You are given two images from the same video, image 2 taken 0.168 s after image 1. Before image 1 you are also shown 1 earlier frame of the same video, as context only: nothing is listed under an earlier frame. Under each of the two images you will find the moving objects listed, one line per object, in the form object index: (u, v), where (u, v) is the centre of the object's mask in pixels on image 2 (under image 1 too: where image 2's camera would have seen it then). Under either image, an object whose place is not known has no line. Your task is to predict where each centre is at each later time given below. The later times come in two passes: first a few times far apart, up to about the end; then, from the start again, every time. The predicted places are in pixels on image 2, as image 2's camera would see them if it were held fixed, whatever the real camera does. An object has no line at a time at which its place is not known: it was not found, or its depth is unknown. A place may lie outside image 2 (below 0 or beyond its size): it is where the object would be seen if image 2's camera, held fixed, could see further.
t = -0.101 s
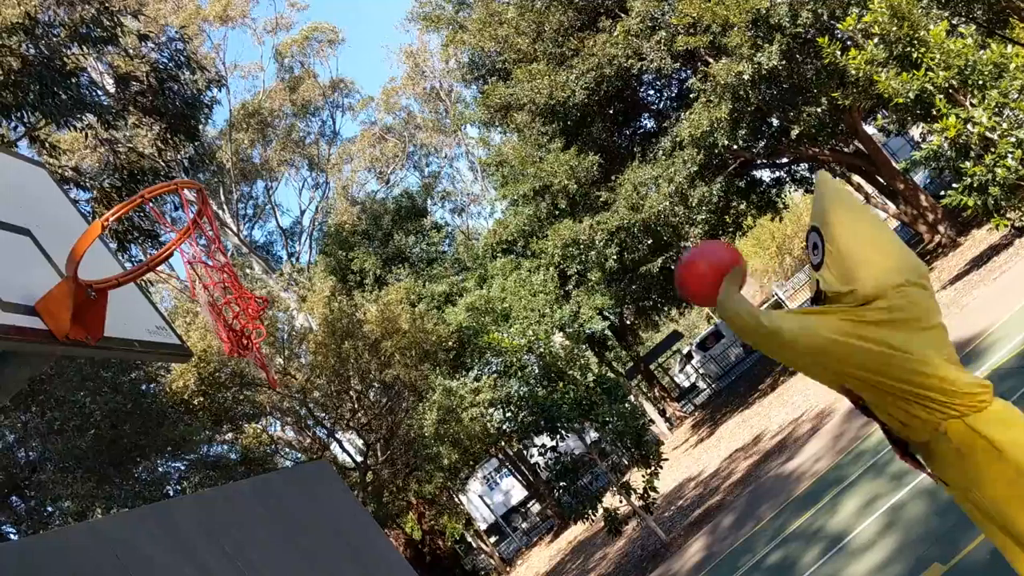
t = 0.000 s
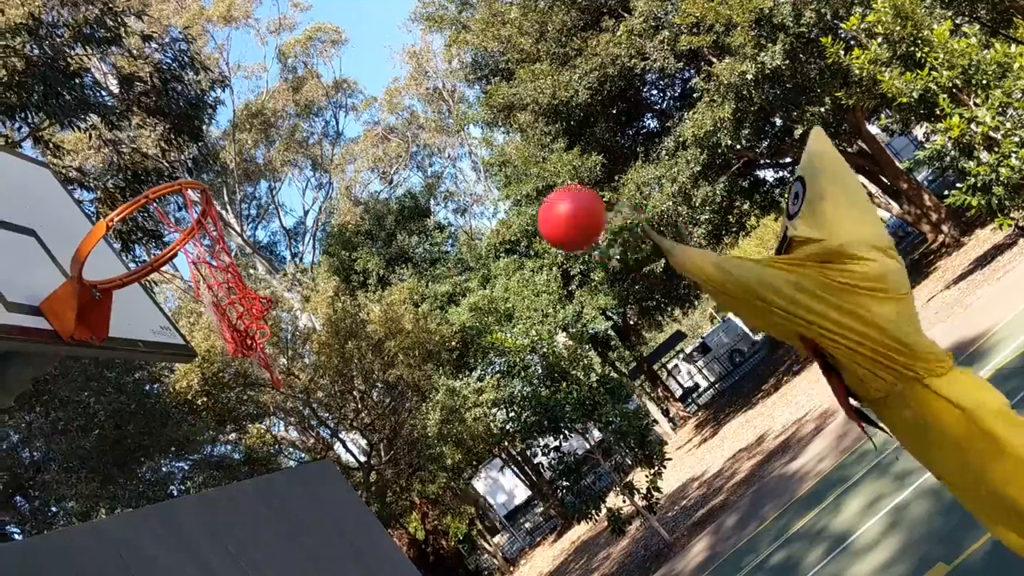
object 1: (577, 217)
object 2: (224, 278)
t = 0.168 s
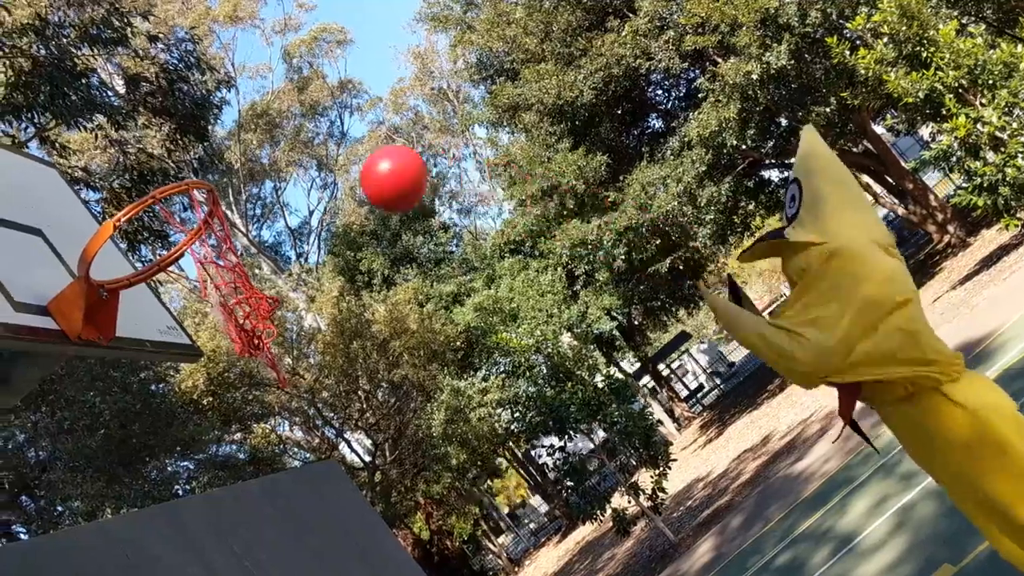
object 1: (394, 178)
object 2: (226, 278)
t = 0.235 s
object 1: (337, 180)
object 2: (225, 276)
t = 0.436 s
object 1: (218, 239)
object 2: (230, 290)
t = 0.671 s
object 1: (231, 335)
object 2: (199, 259)
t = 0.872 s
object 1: (336, 508)
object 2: (218, 283)
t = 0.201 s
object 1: (364, 178)
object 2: (225, 276)
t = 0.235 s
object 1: (337, 180)
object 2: (225, 276)
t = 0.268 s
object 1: (311, 185)
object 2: (225, 276)
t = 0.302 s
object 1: (287, 192)
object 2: (225, 276)
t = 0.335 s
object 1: (265, 202)
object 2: (226, 277)
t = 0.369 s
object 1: (245, 214)
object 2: (227, 283)
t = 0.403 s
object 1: (229, 228)
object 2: (230, 291)
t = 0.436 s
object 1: (218, 239)
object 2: (230, 290)
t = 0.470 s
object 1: (212, 251)
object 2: (226, 288)
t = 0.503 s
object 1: (209, 261)
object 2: (215, 295)
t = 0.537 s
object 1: (209, 269)
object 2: (213, 300)
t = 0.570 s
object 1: (211, 282)
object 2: (210, 249)
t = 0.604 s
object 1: (215, 300)
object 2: (205, 266)
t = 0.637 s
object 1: (222, 317)
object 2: (202, 265)
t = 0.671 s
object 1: (231, 335)
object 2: (199, 259)
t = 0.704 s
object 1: (243, 355)
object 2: (204, 273)
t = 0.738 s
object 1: (257, 379)
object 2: (210, 282)
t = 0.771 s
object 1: (272, 406)
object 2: (214, 285)
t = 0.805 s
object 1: (292, 436)
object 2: (214, 286)
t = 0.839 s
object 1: (313, 470)
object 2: (215, 285)
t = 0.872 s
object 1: (336, 508)
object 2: (218, 283)
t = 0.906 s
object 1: (362, 547)
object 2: (222, 283)
